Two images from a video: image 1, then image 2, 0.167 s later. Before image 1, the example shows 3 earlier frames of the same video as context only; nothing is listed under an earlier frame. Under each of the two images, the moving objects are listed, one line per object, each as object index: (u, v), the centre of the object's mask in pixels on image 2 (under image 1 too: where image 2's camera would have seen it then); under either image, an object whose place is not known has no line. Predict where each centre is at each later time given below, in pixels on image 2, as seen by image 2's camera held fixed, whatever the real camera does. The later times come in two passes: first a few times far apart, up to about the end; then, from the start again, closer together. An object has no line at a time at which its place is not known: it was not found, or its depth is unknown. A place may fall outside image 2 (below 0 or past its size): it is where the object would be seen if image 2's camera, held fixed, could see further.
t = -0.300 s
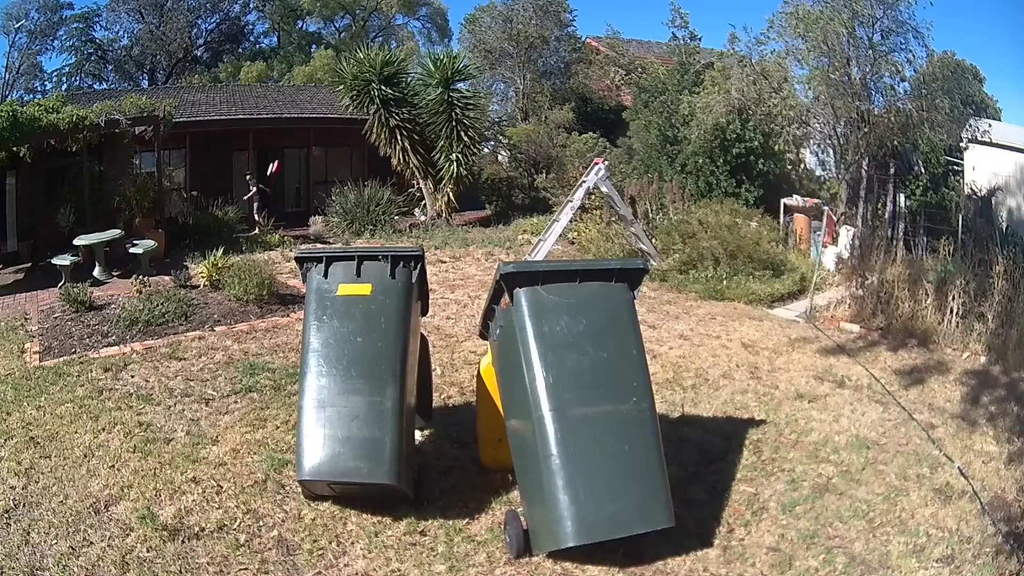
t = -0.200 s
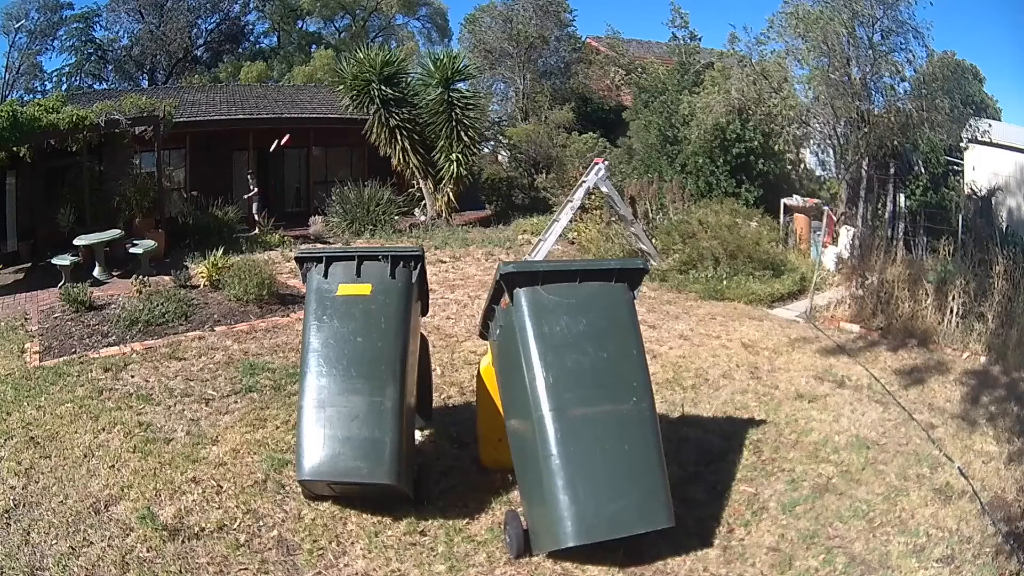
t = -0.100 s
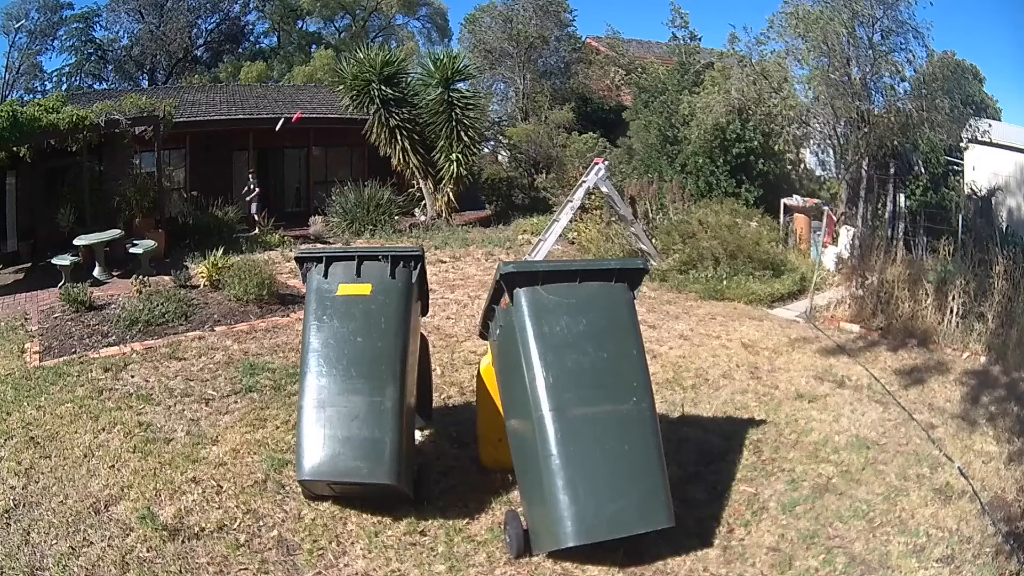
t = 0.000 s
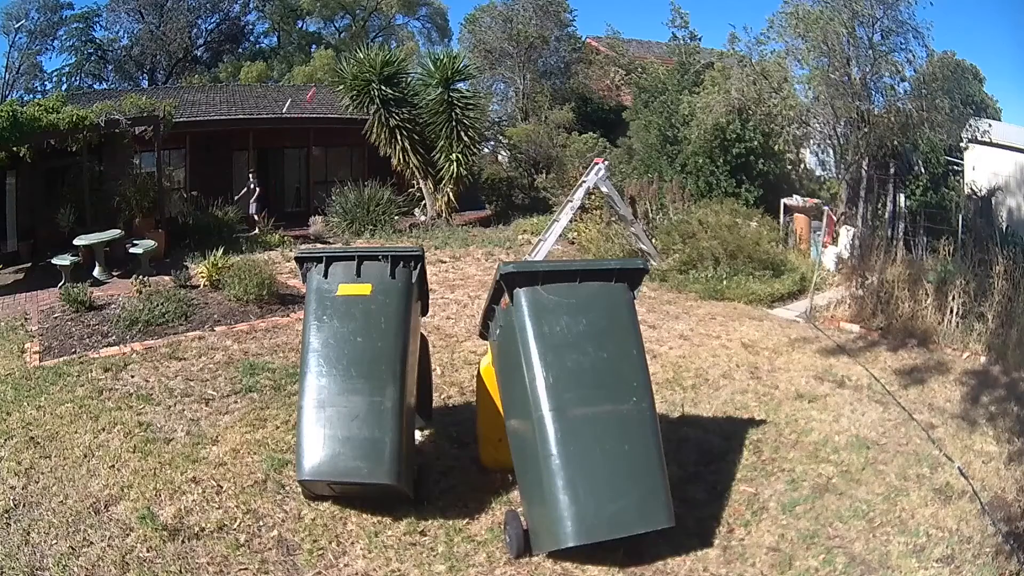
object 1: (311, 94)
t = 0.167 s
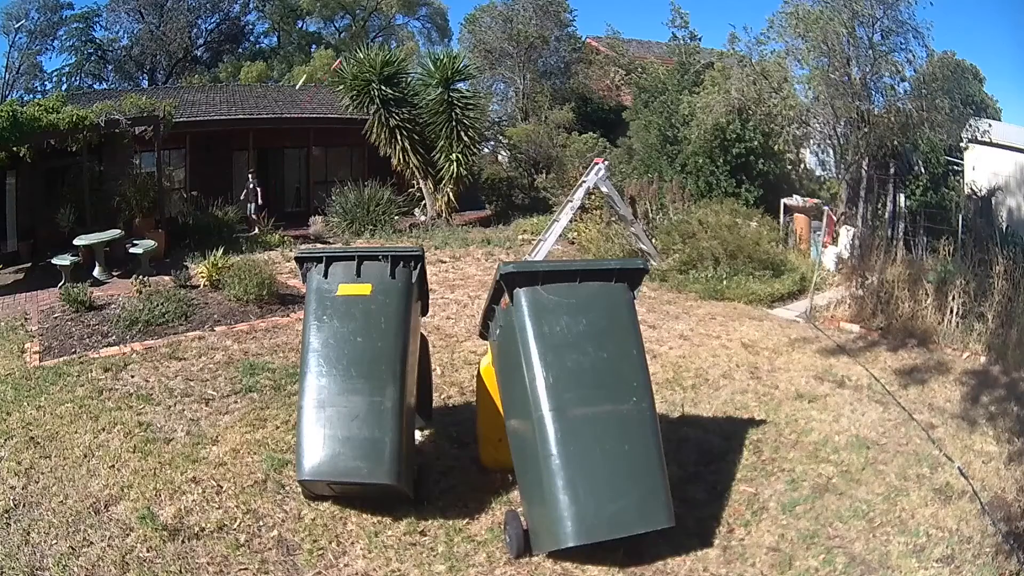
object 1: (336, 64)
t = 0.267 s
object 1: (354, 50)
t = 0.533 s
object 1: (403, 26)
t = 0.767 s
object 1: (454, 33)
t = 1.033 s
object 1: (529, 117)
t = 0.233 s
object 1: (347, 54)
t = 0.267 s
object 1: (354, 50)
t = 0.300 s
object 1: (360, 45)
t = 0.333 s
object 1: (366, 41)
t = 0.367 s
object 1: (372, 38)
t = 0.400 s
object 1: (378, 35)
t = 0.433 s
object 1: (384, 32)
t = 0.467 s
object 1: (390, 30)
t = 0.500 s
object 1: (397, 27)
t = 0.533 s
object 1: (403, 26)
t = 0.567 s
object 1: (410, 25)
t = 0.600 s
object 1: (417, 24)
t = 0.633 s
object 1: (424, 24)
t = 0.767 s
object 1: (454, 33)
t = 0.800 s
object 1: (463, 38)
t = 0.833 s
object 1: (471, 44)
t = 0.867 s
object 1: (479, 50)
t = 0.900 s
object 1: (489, 59)
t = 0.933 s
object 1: (497, 70)
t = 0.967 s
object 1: (507, 82)
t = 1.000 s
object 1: (518, 98)
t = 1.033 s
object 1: (529, 117)
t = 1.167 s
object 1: (585, 240)
